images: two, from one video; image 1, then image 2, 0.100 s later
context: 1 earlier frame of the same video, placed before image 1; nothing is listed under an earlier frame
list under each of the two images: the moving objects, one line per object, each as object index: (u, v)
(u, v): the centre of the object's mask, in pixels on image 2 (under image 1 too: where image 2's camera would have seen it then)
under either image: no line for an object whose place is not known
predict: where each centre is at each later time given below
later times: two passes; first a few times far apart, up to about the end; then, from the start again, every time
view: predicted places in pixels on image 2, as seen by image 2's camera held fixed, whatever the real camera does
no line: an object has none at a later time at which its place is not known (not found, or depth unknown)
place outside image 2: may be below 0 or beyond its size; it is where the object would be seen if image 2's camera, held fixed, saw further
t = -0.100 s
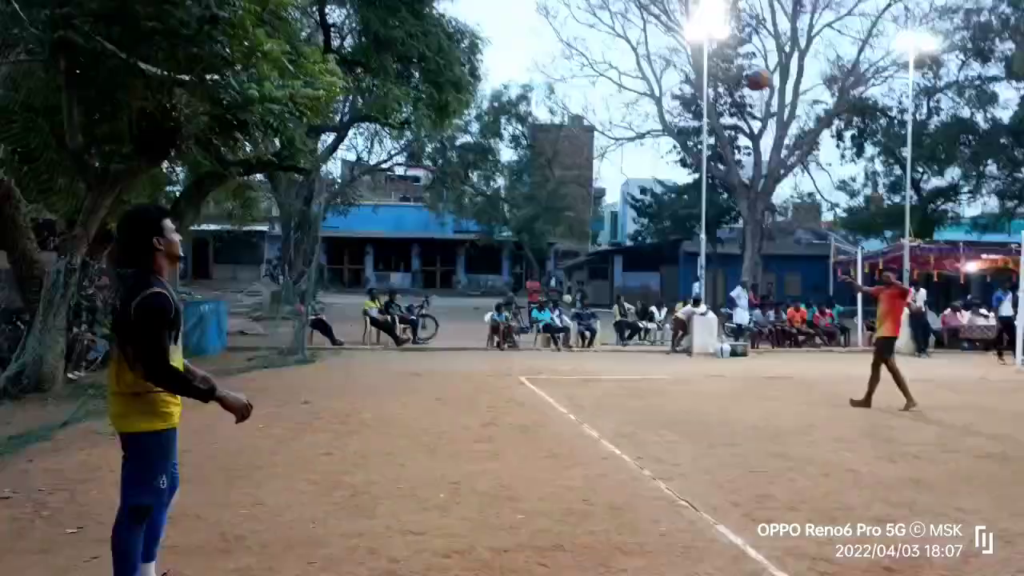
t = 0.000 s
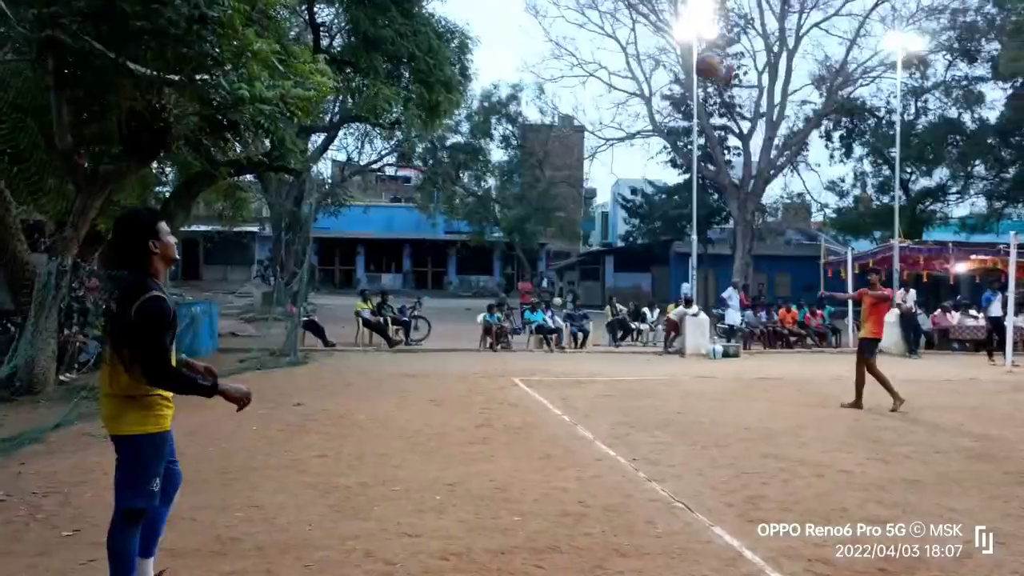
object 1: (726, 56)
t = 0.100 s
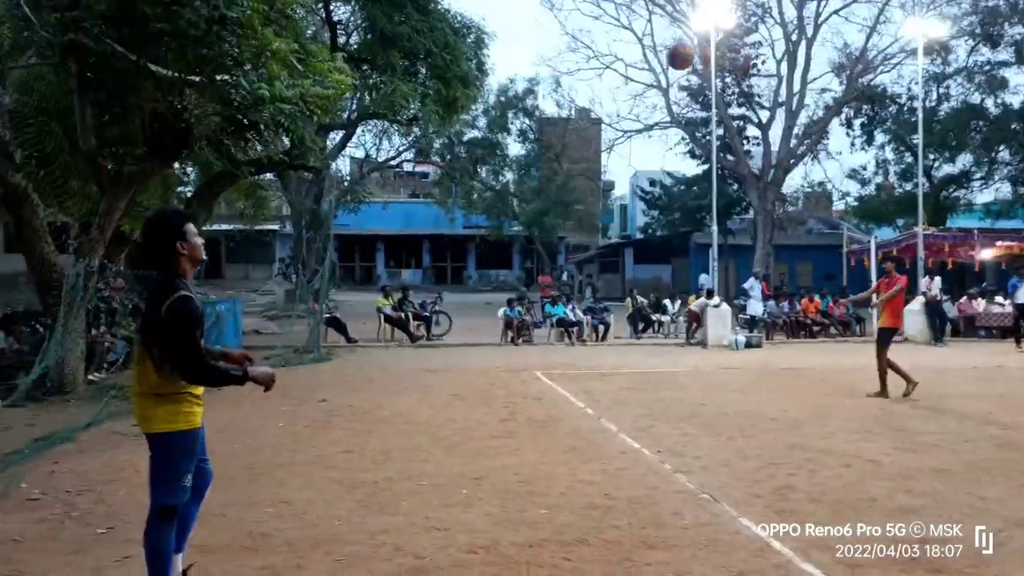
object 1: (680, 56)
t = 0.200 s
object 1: (629, 69)
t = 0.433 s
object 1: (480, 170)
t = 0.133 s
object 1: (665, 58)
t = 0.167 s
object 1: (647, 63)
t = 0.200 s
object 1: (629, 69)
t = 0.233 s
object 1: (610, 77)
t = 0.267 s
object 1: (591, 87)
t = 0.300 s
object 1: (571, 99)
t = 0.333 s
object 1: (550, 113)
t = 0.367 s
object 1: (527, 130)
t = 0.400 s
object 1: (503, 149)
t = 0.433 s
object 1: (480, 170)
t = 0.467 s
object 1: (452, 196)
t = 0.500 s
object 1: (423, 227)
